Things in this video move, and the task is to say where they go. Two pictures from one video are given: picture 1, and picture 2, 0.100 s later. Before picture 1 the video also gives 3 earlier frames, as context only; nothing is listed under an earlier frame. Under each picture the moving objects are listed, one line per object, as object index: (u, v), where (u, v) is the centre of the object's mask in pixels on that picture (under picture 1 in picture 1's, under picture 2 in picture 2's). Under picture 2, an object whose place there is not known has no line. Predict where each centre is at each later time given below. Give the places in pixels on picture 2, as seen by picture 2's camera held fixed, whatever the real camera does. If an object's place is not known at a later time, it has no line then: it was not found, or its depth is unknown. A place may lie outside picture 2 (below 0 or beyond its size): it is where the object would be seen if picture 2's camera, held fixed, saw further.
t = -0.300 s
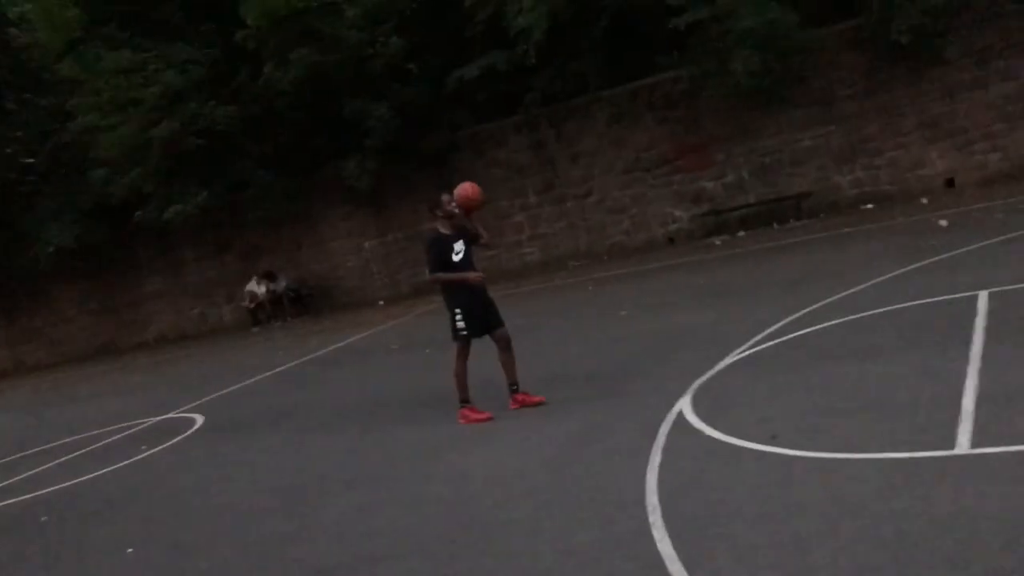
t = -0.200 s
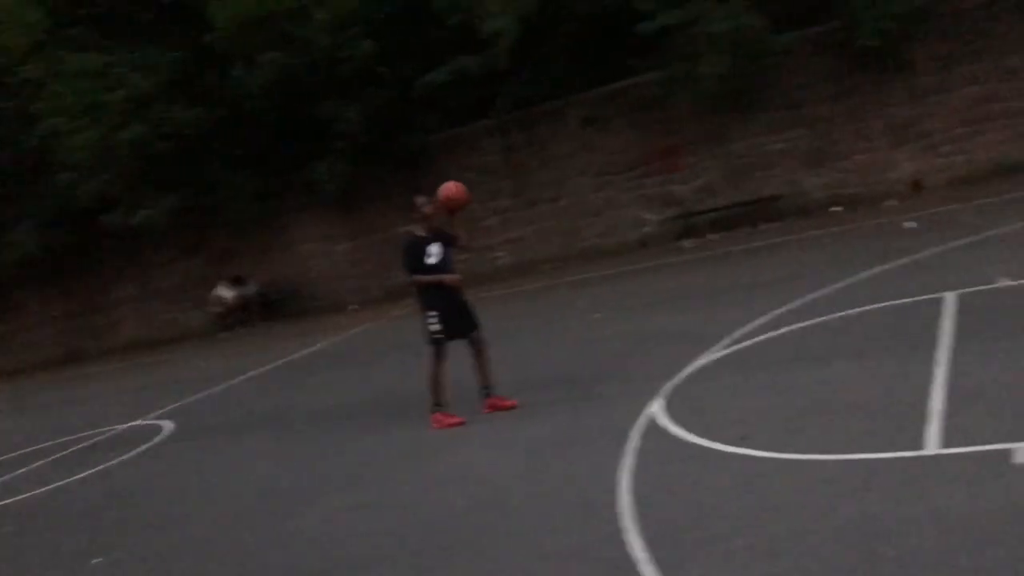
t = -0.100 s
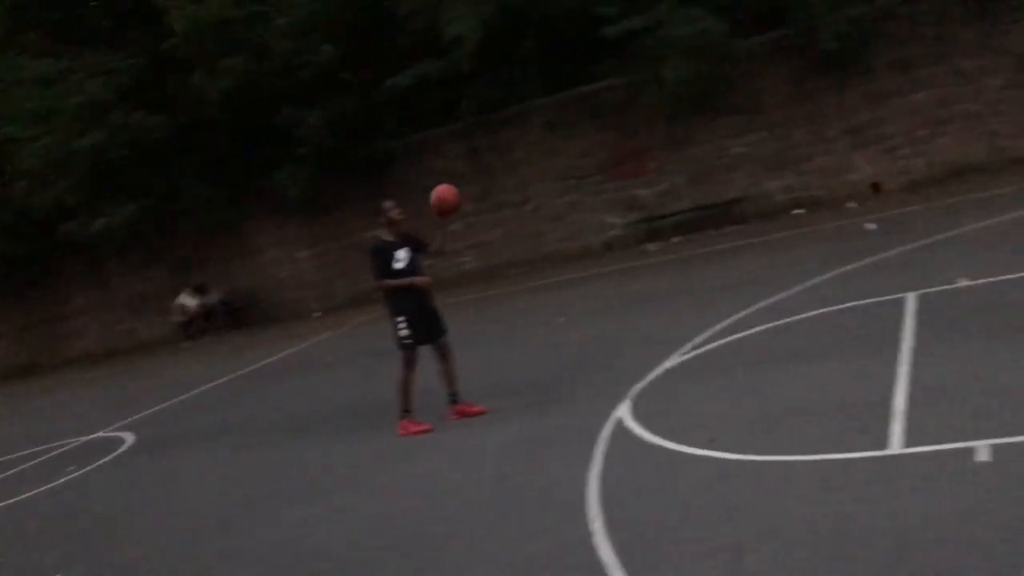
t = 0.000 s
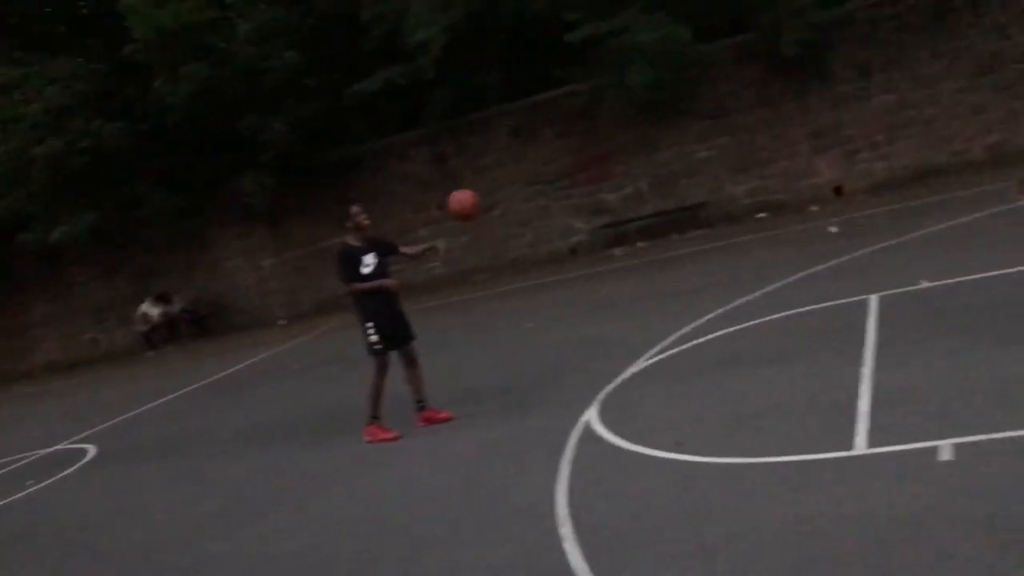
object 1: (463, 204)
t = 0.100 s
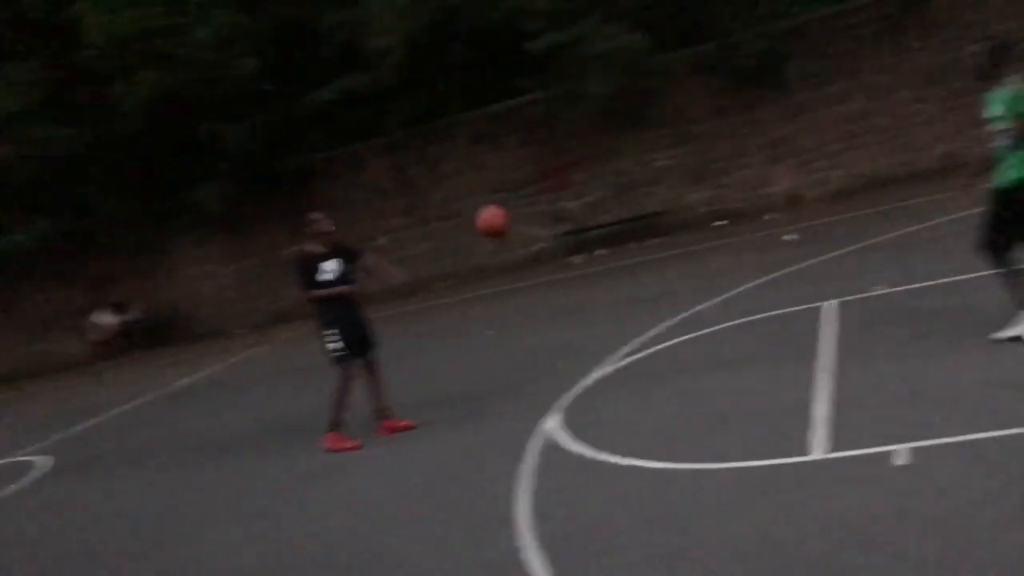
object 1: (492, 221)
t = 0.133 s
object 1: (516, 226)
